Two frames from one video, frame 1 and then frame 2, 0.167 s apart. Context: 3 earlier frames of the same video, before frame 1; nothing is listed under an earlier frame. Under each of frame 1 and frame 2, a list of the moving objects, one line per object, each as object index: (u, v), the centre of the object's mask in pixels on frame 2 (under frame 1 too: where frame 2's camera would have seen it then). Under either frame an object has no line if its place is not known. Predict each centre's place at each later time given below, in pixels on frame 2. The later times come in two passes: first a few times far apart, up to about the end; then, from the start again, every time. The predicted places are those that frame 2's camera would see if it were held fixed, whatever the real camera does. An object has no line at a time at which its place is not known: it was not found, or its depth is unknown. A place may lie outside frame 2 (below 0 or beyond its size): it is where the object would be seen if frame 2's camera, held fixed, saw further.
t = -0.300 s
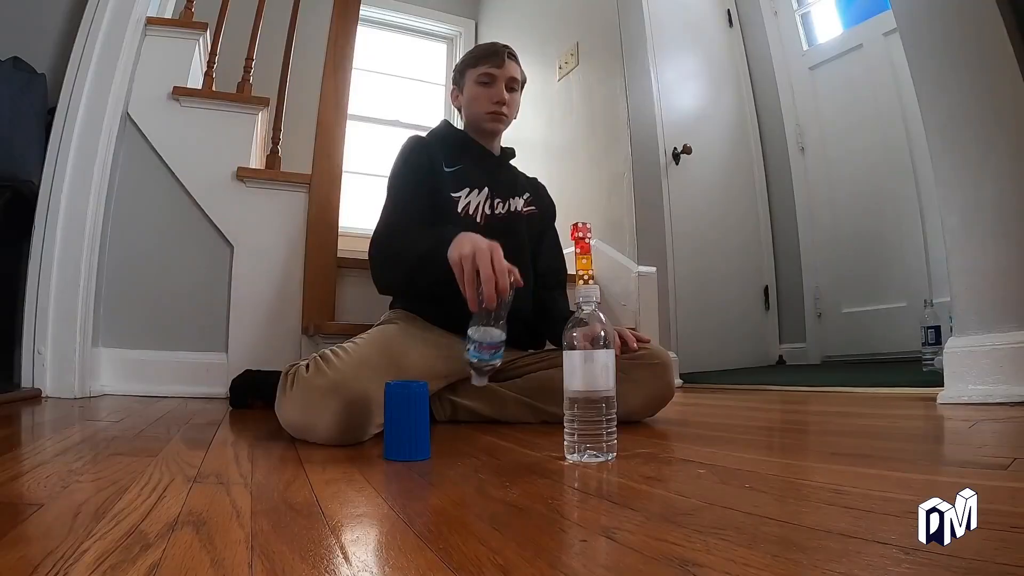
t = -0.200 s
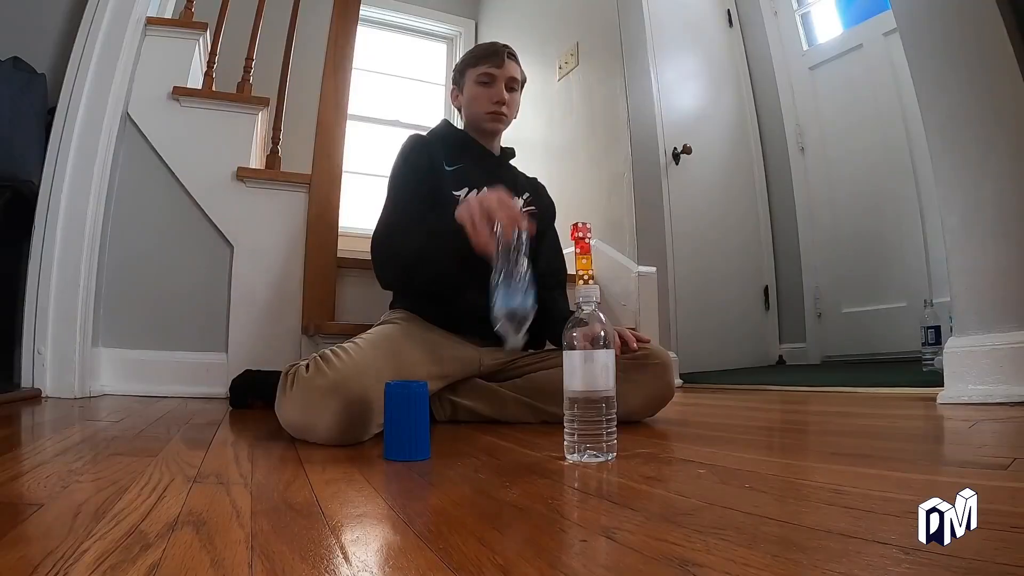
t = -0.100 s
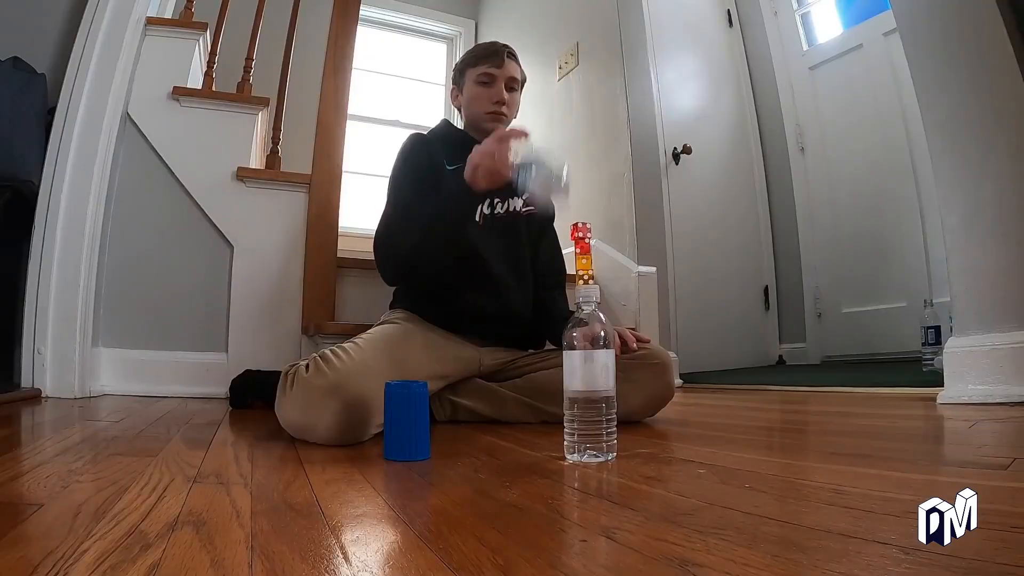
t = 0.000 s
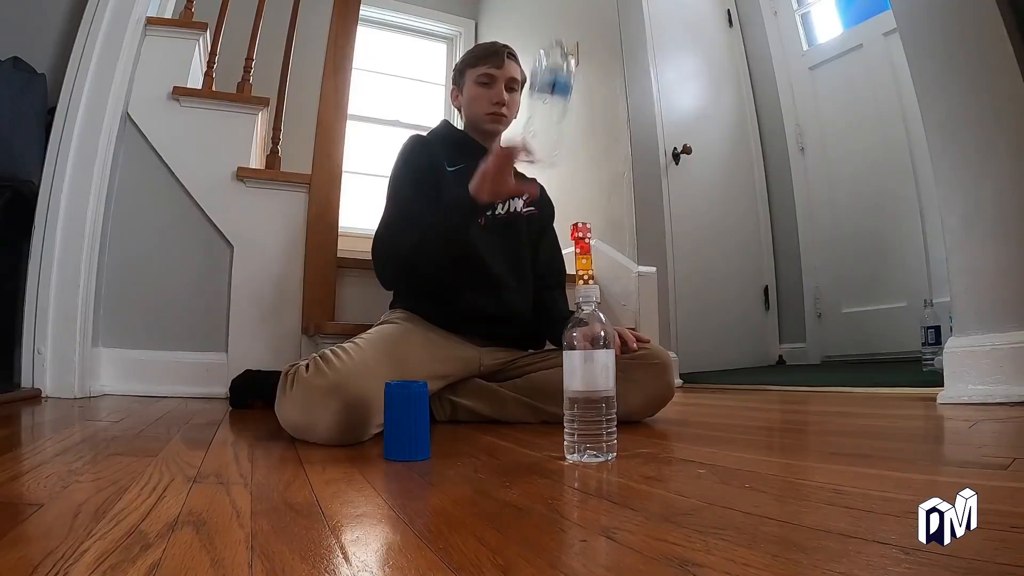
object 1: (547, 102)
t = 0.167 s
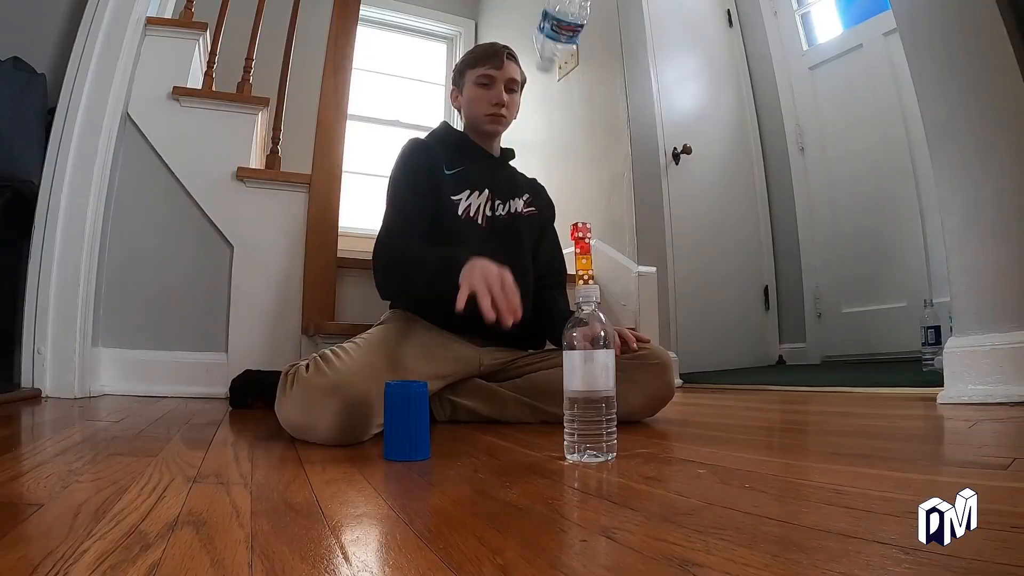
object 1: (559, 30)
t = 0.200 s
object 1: (562, 39)
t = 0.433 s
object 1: (578, 138)
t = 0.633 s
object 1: (582, 138)
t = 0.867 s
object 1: (578, 138)
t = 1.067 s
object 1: (581, 138)
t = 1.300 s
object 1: (579, 138)
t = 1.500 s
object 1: (579, 138)
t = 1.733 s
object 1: (579, 138)
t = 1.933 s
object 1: (579, 138)
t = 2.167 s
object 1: (579, 138)
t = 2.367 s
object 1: (579, 138)
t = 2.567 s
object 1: (579, 138)
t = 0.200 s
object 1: (562, 39)
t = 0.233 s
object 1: (567, 46)
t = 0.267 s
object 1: (572, 56)
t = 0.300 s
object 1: (576, 80)
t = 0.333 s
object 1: (579, 121)
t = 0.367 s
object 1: (579, 137)
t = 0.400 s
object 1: (578, 138)
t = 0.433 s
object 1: (578, 138)
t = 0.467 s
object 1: (578, 138)
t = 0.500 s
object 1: (577, 137)
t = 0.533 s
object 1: (578, 138)
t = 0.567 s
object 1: (580, 138)
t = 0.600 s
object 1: (583, 138)
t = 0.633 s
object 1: (582, 138)
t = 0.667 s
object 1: (581, 138)
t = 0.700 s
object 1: (580, 138)
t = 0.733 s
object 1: (578, 138)
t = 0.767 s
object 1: (578, 138)
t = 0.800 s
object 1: (578, 138)
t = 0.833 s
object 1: (578, 138)
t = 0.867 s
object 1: (578, 138)
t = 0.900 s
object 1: (578, 138)
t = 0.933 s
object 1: (578, 138)
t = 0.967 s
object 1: (579, 138)
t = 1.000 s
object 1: (580, 138)
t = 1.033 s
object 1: (581, 138)
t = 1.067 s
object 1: (581, 138)
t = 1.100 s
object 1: (580, 138)
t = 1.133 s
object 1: (579, 138)
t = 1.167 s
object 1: (578, 138)
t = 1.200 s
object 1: (578, 138)
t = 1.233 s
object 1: (579, 138)
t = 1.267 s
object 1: (579, 138)
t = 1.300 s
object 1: (579, 138)
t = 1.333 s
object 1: (579, 138)
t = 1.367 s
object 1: (580, 138)
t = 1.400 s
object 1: (580, 138)
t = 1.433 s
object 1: (580, 138)
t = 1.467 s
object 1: (580, 138)
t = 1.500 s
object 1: (579, 138)
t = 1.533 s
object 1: (579, 138)
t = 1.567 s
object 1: (578, 138)
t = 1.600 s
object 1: (579, 138)
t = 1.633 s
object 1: (579, 138)
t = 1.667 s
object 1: (579, 138)
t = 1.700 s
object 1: (579, 138)
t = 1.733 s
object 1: (579, 138)
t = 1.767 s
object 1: (579, 138)
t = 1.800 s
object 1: (579, 138)
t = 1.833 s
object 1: (579, 138)
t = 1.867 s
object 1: (579, 138)
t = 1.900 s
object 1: (579, 138)
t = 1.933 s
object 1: (579, 138)
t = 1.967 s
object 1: (579, 138)
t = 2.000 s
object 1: (579, 138)
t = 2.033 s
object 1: (579, 138)
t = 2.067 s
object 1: (579, 138)
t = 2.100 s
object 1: (579, 138)
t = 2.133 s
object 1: (579, 138)
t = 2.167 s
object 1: (579, 138)
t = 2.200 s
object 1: (579, 138)
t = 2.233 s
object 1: (579, 138)
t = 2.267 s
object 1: (579, 138)
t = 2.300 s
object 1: (579, 138)
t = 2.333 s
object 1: (579, 138)
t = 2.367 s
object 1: (579, 138)
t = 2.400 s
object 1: (579, 138)
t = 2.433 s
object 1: (579, 138)
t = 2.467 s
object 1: (579, 138)
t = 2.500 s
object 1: (579, 138)
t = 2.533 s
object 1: (579, 138)
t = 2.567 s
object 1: (579, 138)
